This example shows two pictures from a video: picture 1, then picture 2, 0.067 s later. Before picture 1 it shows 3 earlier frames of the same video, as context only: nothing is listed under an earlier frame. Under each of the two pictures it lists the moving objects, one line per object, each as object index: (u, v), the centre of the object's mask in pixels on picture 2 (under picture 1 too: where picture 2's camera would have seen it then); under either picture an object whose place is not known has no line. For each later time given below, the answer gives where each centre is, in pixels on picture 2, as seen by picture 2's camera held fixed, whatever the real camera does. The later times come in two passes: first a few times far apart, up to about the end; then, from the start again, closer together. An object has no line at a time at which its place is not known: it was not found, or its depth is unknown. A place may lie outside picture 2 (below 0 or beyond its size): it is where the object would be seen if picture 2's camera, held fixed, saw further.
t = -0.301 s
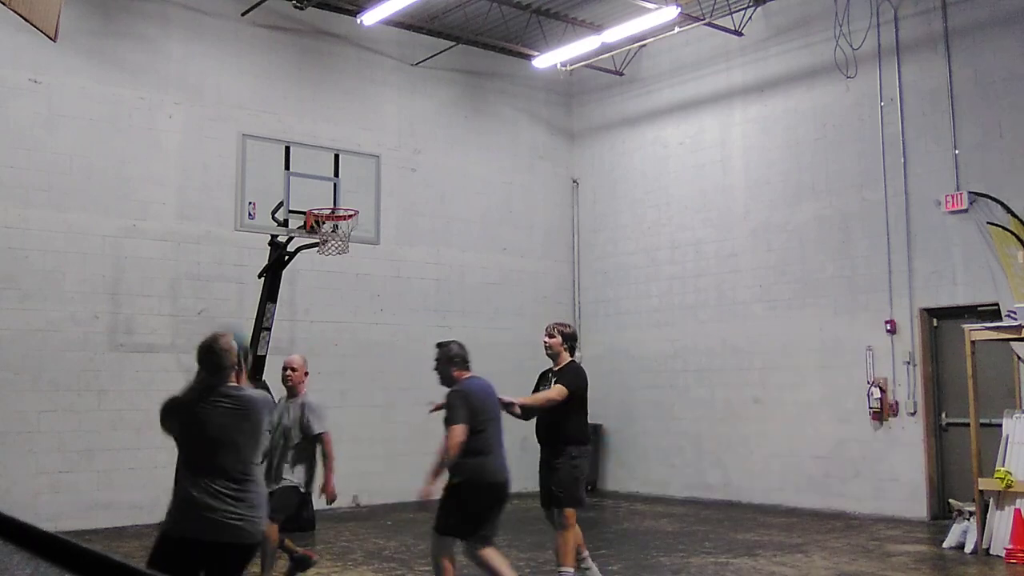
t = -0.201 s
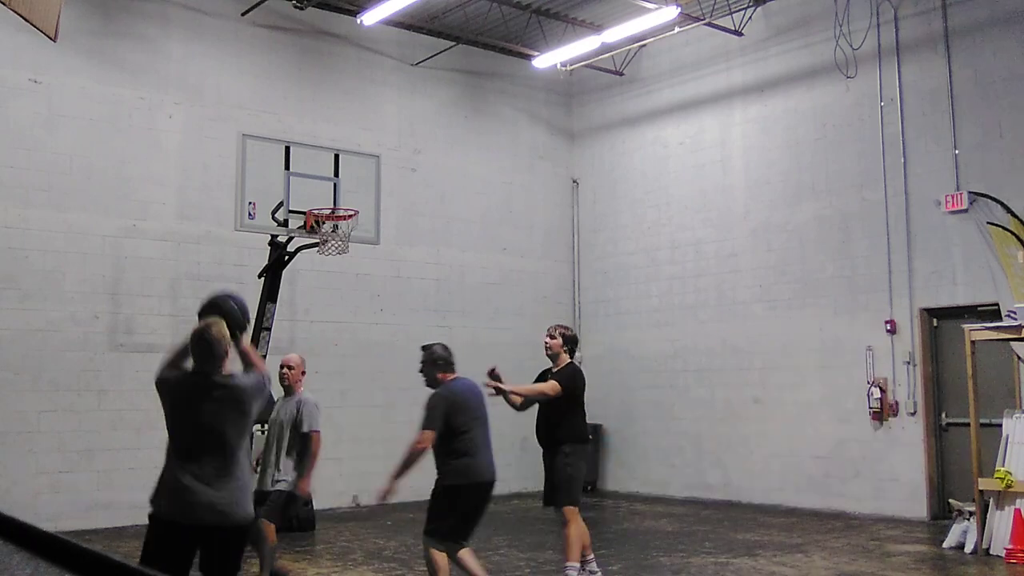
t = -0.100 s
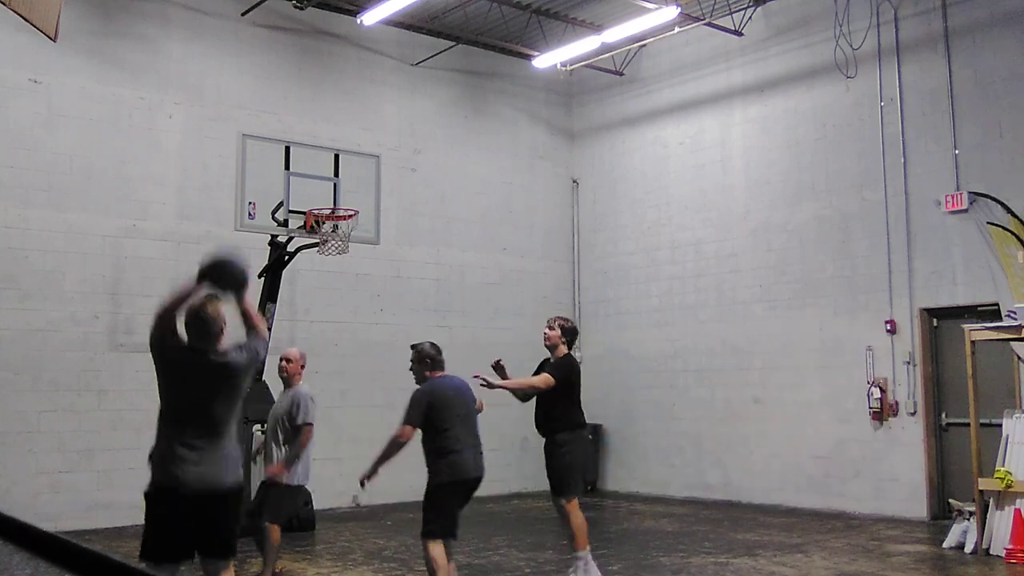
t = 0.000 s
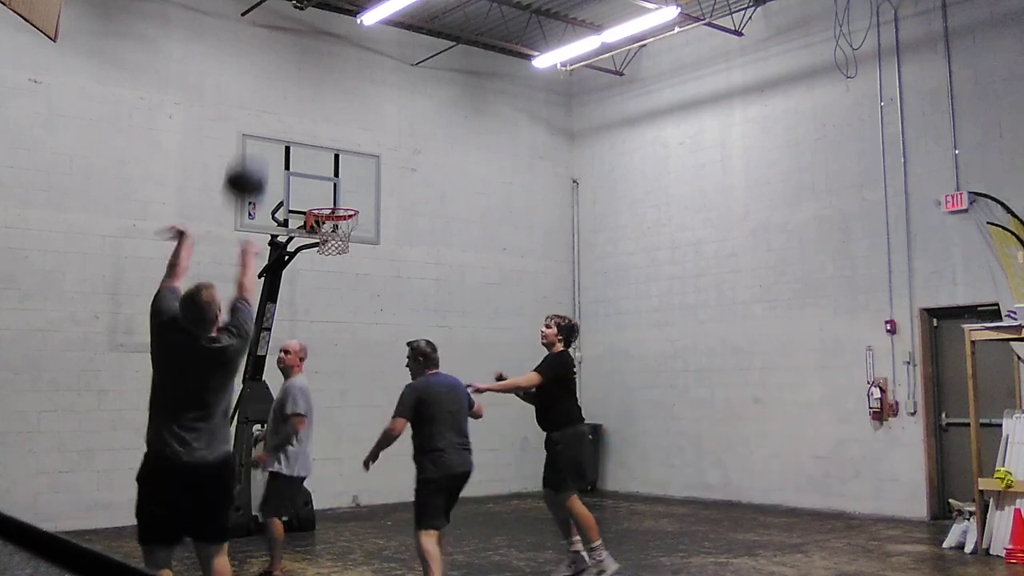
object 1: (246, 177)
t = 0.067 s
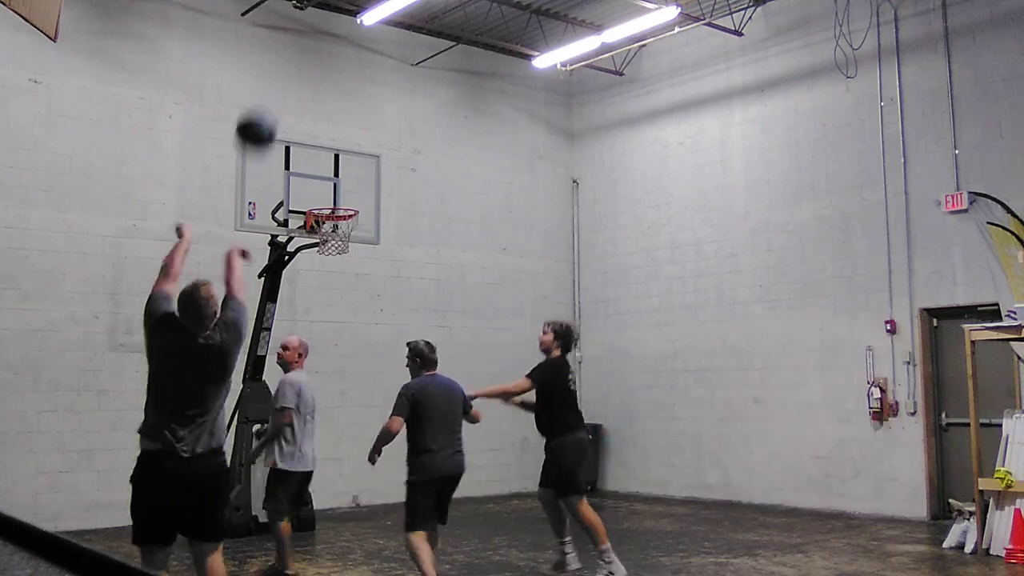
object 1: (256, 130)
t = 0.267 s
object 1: (280, 43)
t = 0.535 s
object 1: (302, 31)
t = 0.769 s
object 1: (317, 87)
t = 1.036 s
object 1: (329, 204)
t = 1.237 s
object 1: (336, 263)
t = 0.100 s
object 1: (261, 109)
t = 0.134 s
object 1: (265, 92)
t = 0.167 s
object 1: (269, 76)
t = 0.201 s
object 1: (273, 63)
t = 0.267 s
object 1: (280, 43)
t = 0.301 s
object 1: (284, 36)
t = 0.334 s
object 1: (287, 31)
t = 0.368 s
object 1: (289, 27)
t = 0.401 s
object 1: (292, 25)
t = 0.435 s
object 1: (295, 24)
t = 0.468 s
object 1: (297, 25)
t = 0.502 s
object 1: (299, 27)
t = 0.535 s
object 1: (302, 31)
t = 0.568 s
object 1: (305, 36)
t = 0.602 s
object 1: (307, 42)
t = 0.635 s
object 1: (309, 48)
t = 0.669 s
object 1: (311, 57)
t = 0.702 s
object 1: (313, 66)
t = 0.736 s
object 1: (315, 76)
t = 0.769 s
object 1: (317, 87)
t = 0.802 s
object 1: (319, 99)
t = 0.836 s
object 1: (321, 112)
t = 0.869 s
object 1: (322, 125)
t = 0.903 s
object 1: (324, 141)
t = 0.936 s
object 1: (326, 156)
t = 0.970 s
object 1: (326, 173)
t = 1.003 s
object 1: (329, 191)
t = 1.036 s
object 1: (329, 204)
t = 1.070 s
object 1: (332, 222)
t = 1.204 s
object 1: (336, 255)
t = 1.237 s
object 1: (336, 263)
